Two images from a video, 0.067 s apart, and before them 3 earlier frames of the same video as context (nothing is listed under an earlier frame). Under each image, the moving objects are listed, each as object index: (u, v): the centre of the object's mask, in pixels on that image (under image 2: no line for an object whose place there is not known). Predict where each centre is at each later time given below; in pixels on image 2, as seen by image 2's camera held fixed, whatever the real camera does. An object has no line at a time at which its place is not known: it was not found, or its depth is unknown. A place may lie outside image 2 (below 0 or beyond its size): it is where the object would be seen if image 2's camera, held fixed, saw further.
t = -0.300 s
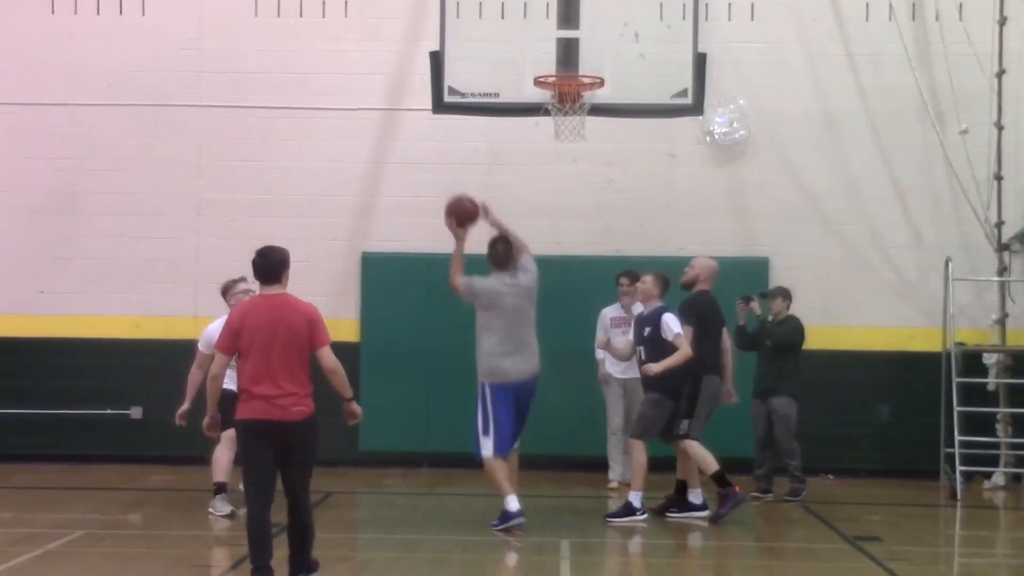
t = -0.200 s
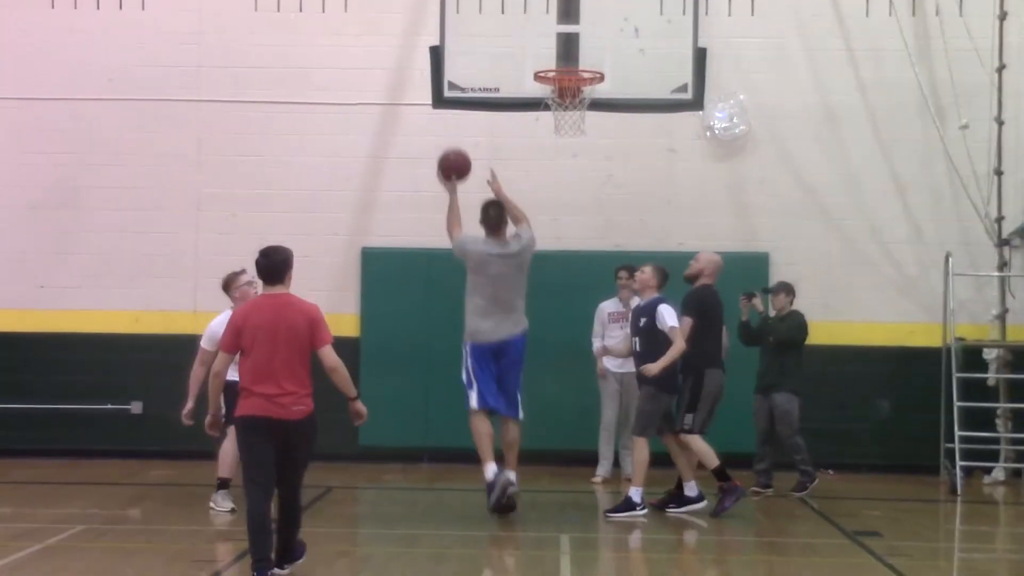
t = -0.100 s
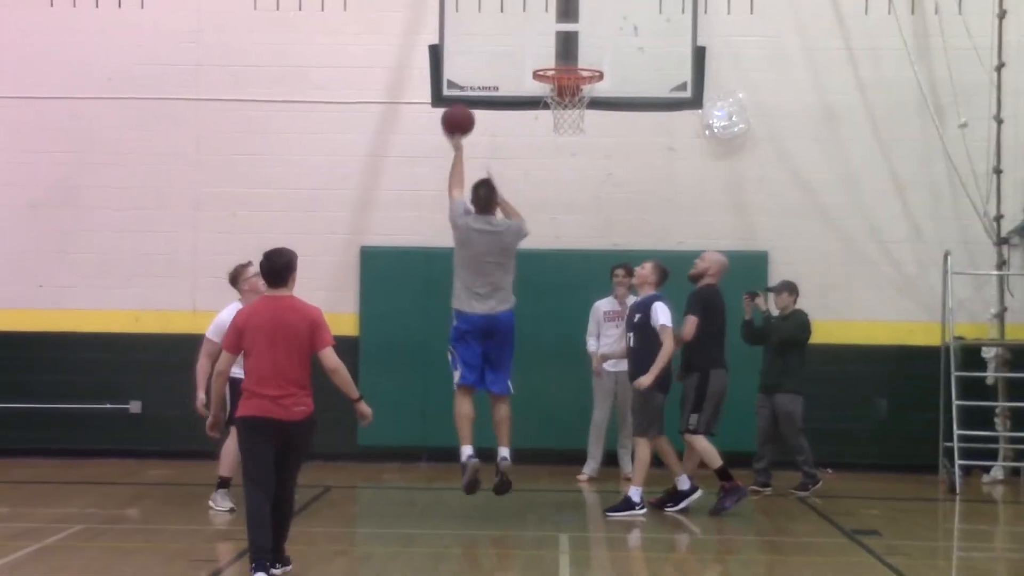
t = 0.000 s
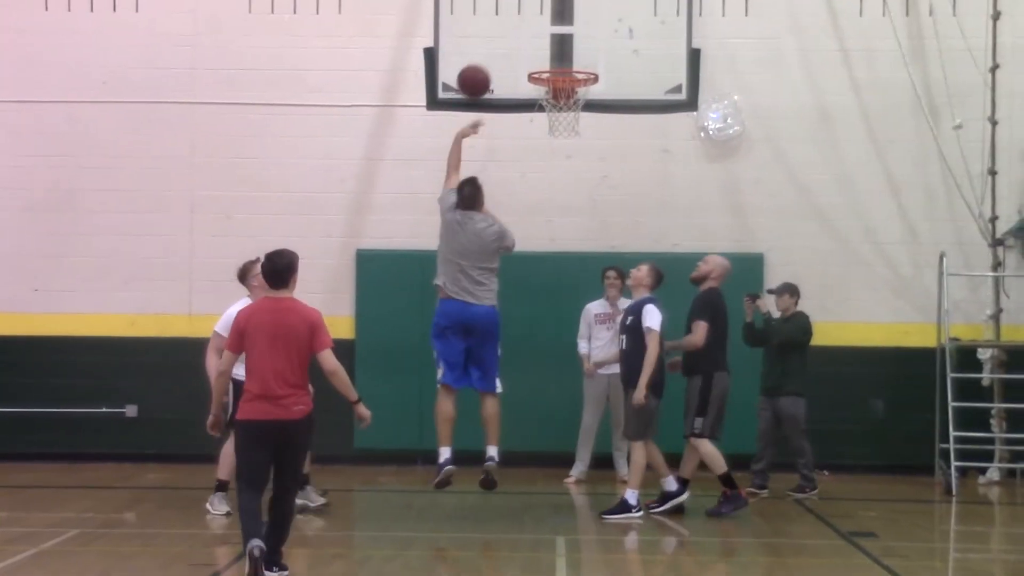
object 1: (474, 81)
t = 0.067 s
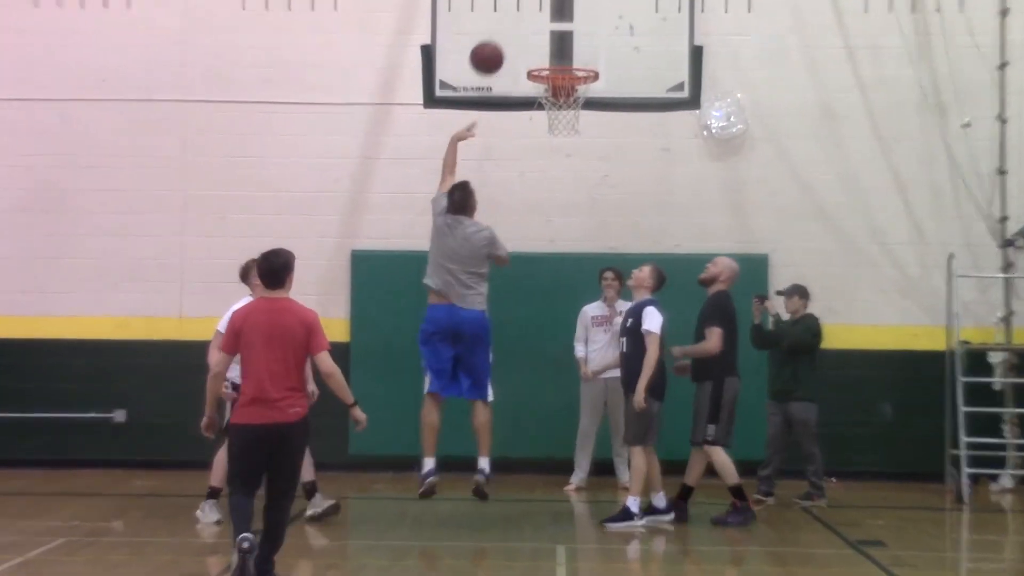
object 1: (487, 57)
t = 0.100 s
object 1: (494, 49)
